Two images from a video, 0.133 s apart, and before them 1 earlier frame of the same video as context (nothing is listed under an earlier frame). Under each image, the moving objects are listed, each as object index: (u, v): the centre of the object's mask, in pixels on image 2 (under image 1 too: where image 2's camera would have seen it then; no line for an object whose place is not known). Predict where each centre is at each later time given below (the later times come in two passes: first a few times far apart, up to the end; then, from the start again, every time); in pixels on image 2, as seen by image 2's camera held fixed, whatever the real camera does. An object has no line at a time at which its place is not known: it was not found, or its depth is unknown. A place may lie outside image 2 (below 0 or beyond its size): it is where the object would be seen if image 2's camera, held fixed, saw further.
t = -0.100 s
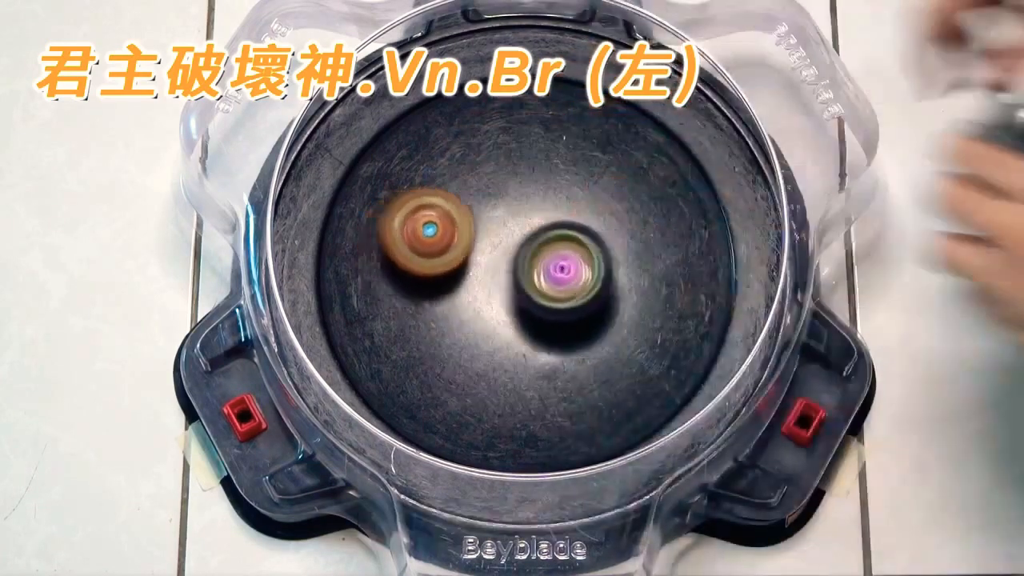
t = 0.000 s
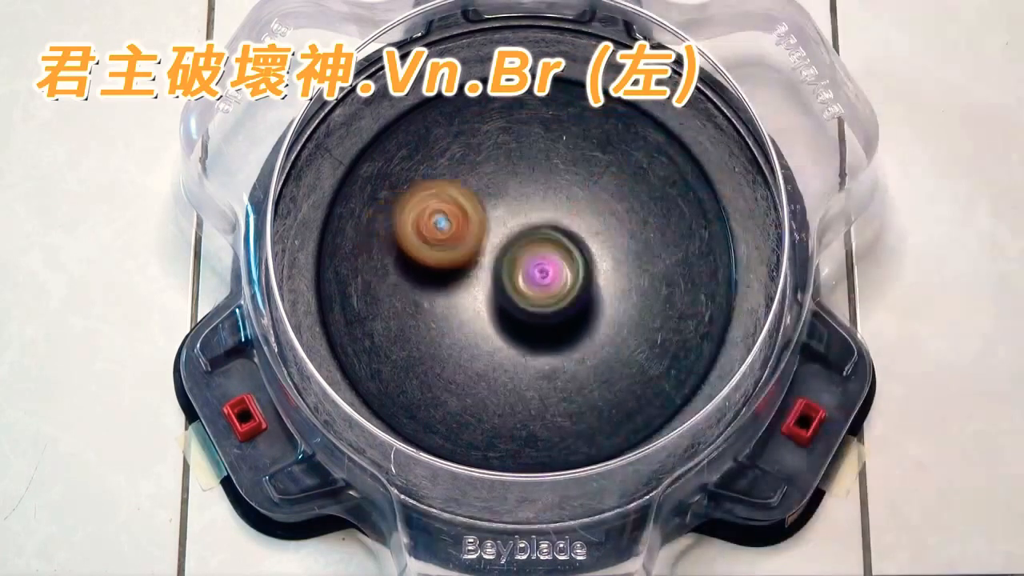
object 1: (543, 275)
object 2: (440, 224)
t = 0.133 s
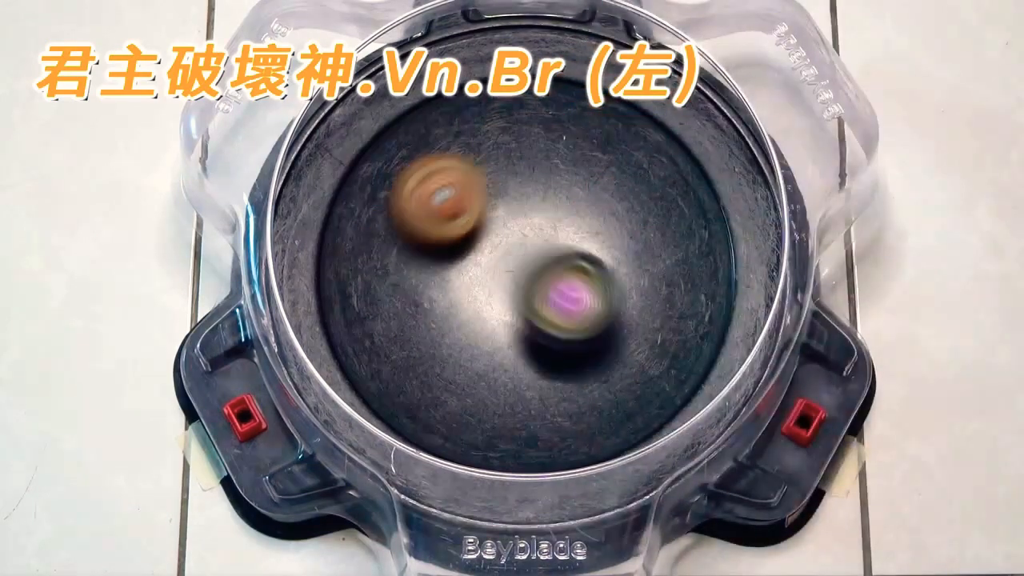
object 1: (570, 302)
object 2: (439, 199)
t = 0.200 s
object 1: (591, 288)
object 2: (497, 206)
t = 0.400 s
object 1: (536, 340)
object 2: (530, 234)
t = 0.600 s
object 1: (472, 321)
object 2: (576, 210)
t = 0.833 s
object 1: (446, 282)
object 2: (581, 279)
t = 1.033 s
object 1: (474, 218)
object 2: (569, 304)
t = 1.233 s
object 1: (513, 206)
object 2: (543, 308)
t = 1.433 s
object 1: (566, 210)
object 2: (500, 317)
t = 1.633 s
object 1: (595, 254)
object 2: (485, 268)
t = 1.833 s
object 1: (573, 294)
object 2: (470, 257)
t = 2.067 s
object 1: (571, 297)
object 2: (490, 224)
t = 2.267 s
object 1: (569, 303)
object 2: (492, 234)
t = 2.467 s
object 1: (582, 289)
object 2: (479, 255)
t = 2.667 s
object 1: (583, 275)
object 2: (481, 252)
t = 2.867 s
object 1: (584, 270)
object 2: (477, 262)
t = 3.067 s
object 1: (585, 239)
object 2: (485, 284)
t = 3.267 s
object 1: (580, 262)
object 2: (459, 262)
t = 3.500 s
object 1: (580, 282)
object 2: (475, 261)
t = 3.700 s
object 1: (580, 272)
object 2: (477, 246)
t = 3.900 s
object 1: (575, 282)
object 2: (474, 253)
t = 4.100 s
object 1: (574, 285)
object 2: (473, 251)
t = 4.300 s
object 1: (574, 277)
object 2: (477, 236)
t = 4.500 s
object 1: (587, 265)
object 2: (479, 247)
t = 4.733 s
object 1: (578, 265)
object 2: (475, 258)
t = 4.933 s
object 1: (574, 256)
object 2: (468, 255)
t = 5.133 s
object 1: (579, 265)
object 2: (473, 259)
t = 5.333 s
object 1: (571, 266)
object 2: (473, 254)
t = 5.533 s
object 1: (585, 273)
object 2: (488, 256)
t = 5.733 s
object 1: (588, 264)
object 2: (483, 273)
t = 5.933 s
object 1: (587, 274)
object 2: (480, 278)
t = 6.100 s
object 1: (581, 272)
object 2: (477, 275)
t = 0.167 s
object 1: (589, 301)
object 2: (465, 194)
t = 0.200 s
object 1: (591, 288)
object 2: (497, 206)
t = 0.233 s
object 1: (609, 310)
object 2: (487, 193)
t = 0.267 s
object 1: (599, 320)
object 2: (489, 194)
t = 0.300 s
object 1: (567, 304)
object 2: (505, 206)
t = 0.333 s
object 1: (538, 325)
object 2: (512, 204)
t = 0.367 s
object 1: (530, 337)
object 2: (523, 215)
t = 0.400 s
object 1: (536, 340)
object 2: (530, 234)
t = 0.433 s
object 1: (539, 347)
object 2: (533, 238)
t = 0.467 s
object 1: (544, 353)
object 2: (538, 229)
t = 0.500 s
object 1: (543, 351)
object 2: (548, 219)
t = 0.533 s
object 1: (537, 321)
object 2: (555, 218)
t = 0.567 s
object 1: (493, 324)
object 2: (571, 202)
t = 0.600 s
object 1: (472, 321)
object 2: (576, 210)
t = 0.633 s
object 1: (469, 316)
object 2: (572, 229)
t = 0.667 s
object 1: (472, 305)
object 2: (557, 249)
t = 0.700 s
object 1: (452, 303)
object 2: (560, 254)
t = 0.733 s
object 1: (451, 298)
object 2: (554, 265)
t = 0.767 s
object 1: (453, 293)
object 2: (558, 273)
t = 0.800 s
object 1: (450, 288)
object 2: (572, 278)
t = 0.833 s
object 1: (446, 282)
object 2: (581, 279)
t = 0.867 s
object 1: (458, 278)
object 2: (582, 280)
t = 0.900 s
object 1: (475, 269)
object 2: (580, 286)
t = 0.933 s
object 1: (470, 249)
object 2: (593, 296)
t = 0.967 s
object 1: (471, 238)
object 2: (588, 299)
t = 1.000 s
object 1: (478, 234)
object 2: (568, 297)
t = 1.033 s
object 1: (474, 218)
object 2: (569, 304)
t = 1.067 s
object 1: (481, 215)
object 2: (561, 303)
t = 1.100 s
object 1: (485, 202)
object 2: (568, 321)
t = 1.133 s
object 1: (487, 190)
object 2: (566, 329)
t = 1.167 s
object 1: (503, 201)
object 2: (554, 324)
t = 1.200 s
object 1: (507, 213)
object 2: (542, 310)
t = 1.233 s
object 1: (513, 206)
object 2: (543, 308)
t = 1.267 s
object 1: (524, 195)
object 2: (542, 314)
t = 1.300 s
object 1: (531, 201)
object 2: (534, 309)
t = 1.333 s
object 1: (540, 189)
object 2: (527, 326)
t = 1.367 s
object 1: (543, 208)
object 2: (519, 325)
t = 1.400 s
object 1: (550, 218)
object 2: (511, 314)
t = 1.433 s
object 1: (566, 210)
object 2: (500, 317)
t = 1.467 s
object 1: (569, 217)
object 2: (497, 308)
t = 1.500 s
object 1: (579, 225)
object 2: (486, 300)
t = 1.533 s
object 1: (589, 233)
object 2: (481, 292)
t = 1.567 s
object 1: (590, 243)
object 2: (486, 278)
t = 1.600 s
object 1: (598, 247)
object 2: (490, 270)
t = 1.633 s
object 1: (595, 254)
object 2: (485, 268)
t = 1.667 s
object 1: (591, 262)
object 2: (474, 269)
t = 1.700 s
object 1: (586, 272)
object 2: (478, 267)
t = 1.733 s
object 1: (586, 282)
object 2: (481, 265)
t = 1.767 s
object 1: (582, 286)
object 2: (476, 265)
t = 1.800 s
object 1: (576, 291)
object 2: (473, 262)
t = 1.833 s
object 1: (573, 294)
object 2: (470, 257)
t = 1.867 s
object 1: (569, 296)
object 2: (468, 249)
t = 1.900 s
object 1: (568, 295)
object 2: (469, 244)
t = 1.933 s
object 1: (567, 293)
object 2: (473, 238)
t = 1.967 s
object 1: (566, 290)
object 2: (480, 236)
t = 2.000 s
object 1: (567, 290)
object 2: (484, 233)
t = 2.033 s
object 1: (571, 296)
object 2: (486, 226)
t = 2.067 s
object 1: (571, 297)
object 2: (490, 224)
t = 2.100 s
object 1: (592, 320)
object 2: (477, 205)
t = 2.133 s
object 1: (591, 317)
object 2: (478, 200)
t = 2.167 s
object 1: (579, 306)
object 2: (487, 208)
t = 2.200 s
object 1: (567, 299)
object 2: (496, 224)
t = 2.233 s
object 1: (567, 303)
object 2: (492, 229)
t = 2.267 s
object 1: (569, 303)
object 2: (492, 234)
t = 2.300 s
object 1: (574, 307)
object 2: (483, 235)
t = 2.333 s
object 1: (573, 301)
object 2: (481, 237)
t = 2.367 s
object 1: (575, 297)
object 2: (484, 248)
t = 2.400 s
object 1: (578, 296)
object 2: (483, 252)
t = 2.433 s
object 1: (585, 296)
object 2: (477, 253)
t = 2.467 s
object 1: (582, 289)
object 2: (479, 255)
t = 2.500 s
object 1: (590, 290)
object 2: (477, 256)
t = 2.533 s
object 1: (588, 286)
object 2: (478, 255)
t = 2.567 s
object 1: (586, 281)
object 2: (483, 255)
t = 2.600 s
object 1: (587, 280)
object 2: (485, 256)
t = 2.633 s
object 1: (587, 278)
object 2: (481, 254)
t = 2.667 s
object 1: (583, 275)
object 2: (481, 252)
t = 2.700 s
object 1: (583, 273)
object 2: (481, 252)
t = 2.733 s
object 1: (583, 275)
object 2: (477, 250)
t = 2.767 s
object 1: (581, 273)
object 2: (479, 250)
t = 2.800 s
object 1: (581, 275)
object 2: (477, 251)
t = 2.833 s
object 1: (579, 272)
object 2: (477, 256)
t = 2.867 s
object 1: (584, 270)
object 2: (477, 262)
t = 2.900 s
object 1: (585, 270)
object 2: (477, 269)
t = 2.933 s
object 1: (597, 260)
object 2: (466, 277)
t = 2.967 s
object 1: (592, 255)
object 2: (469, 281)
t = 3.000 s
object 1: (587, 251)
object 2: (479, 283)
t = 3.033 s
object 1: (588, 245)
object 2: (484, 285)
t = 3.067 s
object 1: (585, 239)
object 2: (485, 284)
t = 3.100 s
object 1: (586, 236)
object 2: (487, 276)
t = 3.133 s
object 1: (586, 237)
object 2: (481, 266)
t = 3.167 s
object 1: (581, 240)
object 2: (477, 259)
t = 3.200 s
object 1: (588, 247)
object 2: (459, 261)
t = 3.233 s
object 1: (589, 253)
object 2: (453, 263)
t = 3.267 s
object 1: (580, 262)
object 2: (459, 262)
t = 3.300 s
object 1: (575, 277)
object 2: (465, 269)
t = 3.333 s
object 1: (574, 284)
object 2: (470, 274)
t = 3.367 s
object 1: (575, 288)
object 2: (470, 276)
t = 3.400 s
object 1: (574, 288)
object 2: (470, 276)
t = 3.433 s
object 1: (576, 287)
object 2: (473, 272)
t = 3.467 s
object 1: (578, 285)
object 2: (476, 266)
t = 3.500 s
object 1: (580, 282)
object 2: (475, 261)
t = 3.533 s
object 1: (579, 279)
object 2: (476, 255)
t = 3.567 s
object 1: (579, 276)
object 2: (476, 251)
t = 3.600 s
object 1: (581, 273)
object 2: (478, 247)
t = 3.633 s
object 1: (583, 272)
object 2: (478, 245)
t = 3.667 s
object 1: (585, 272)
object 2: (478, 244)
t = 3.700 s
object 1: (580, 272)
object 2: (477, 246)
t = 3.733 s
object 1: (576, 275)
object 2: (475, 247)
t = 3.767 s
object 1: (575, 276)
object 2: (473, 249)
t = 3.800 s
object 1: (578, 278)
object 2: (475, 251)
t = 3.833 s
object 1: (579, 281)
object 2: (476, 254)
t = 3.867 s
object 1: (577, 283)
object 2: (475, 253)
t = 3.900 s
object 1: (575, 282)
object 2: (474, 253)
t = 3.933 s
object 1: (576, 283)
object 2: (473, 255)
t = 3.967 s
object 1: (575, 284)
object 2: (472, 256)
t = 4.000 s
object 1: (574, 284)
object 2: (467, 255)
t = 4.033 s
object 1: (572, 286)
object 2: (466, 255)
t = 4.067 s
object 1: (569, 286)
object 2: (470, 254)
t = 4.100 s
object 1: (574, 285)
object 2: (473, 251)
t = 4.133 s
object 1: (578, 287)
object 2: (467, 243)
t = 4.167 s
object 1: (578, 279)
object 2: (472, 239)
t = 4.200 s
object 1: (576, 277)
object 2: (480, 237)
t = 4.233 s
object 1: (575, 288)
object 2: (483, 235)
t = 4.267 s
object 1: (570, 285)
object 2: (477, 233)
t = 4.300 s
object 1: (574, 277)
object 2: (477, 236)
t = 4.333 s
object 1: (578, 283)
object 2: (485, 244)
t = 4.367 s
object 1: (582, 293)
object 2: (487, 258)
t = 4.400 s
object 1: (588, 287)
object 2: (492, 264)
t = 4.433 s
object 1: (597, 278)
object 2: (496, 266)
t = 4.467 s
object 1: (598, 276)
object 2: (493, 262)
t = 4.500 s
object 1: (587, 265)
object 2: (479, 247)
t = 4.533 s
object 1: (580, 266)
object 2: (473, 238)
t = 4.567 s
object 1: (576, 271)
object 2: (463, 241)
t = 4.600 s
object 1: (571, 264)
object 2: (469, 246)
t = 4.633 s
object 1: (576, 275)
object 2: (478, 254)
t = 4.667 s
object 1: (581, 276)
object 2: (477, 253)
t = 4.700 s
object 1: (580, 270)
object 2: (475, 255)
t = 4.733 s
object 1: (578, 265)
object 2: (475, 258)
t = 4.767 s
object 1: (581, 262)
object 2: (480, 255)
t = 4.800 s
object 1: (577, 265)
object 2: (474, 254)
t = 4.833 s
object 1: (570, 264)
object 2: (466, 261)
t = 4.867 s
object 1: (572, 267)
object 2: (458, 259)
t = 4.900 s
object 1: (573, 256)
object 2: (466, 259)
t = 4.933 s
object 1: (574, 256)
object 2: (468, 255)
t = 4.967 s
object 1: (573, 255)
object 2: (467, 256)
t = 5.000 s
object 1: (572, 253)
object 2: (469, 259)
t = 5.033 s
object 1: (572, 255)
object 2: (473, 260)
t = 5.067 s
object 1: (571, 257)
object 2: (474, 259)
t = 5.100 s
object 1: (577, 260)
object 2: (475, 258)
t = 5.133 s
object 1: (579, 265)
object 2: (473, 259)
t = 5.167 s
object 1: (577, 269)
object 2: (472, 260)
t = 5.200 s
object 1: (573, 270)
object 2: (471, 259)
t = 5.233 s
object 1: (573, 271)
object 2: (465, 256)
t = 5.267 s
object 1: (572, 271)
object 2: (463, 256)
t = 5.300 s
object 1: (572, 269)
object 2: (466, 256)
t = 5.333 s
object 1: (571, 266)
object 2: (473, 254)
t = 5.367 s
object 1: (573, 265)
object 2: (478, 250)
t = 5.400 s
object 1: (577, 265)
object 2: (480, 247)
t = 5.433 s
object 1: (581, 267)
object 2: (479, 247)
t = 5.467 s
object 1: (583, 268)
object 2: (481, 249)
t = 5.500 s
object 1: (585, 271)
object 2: (484, 252)
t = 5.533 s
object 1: (585, 273)
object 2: (488, 256)
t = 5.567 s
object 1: (585, 277)
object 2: (490, 262)
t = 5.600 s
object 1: (588, 278)
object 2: (489, 266)
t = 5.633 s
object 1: (588, 276)
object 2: (486, 269)
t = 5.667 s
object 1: (588, 272)
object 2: (483, 271)
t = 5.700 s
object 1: (587, 267)
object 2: (482, 273)
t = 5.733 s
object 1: (588, 264)
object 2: (483, 273)
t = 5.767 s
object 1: (589, 262)
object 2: (485, 274)
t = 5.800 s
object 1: (587, 263)
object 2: (486, 275)
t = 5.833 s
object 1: (587, 266)
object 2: (486, 277)
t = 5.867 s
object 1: (586, 269)
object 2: (485, 278)
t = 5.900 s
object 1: (586, 271)
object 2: (483, 279)
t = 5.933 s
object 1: (587, 274)
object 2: (480, 278)
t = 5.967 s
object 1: (586, 274)
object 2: (478, 277)
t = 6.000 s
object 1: (584, 273)
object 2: (478, 277)
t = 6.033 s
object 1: (581, 272)
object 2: (480, 276)
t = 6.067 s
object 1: (580, 272)
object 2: (479, 276)
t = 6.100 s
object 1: (581, 272)
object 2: (477, 275)
